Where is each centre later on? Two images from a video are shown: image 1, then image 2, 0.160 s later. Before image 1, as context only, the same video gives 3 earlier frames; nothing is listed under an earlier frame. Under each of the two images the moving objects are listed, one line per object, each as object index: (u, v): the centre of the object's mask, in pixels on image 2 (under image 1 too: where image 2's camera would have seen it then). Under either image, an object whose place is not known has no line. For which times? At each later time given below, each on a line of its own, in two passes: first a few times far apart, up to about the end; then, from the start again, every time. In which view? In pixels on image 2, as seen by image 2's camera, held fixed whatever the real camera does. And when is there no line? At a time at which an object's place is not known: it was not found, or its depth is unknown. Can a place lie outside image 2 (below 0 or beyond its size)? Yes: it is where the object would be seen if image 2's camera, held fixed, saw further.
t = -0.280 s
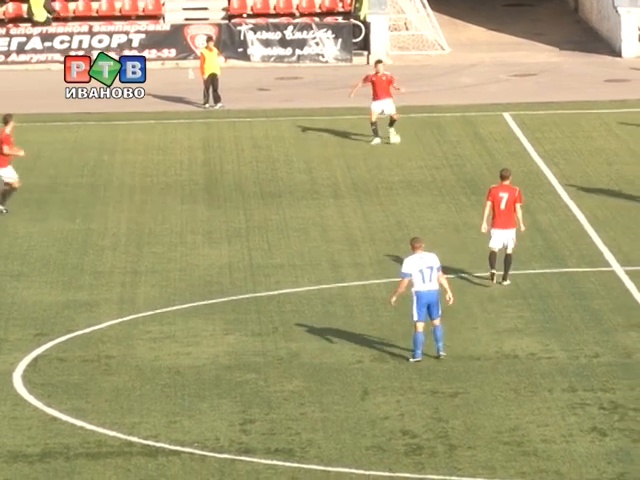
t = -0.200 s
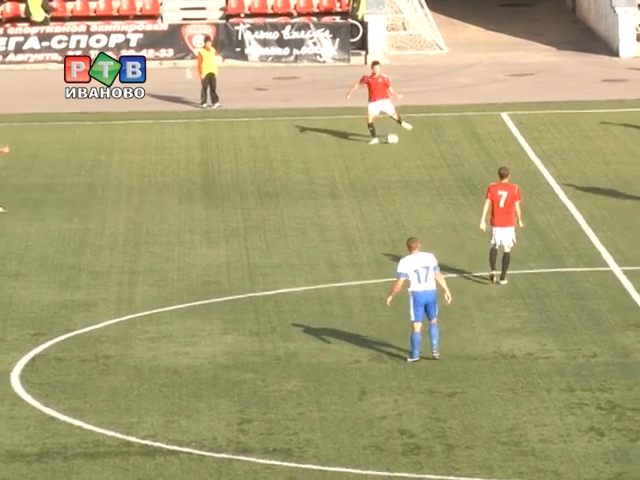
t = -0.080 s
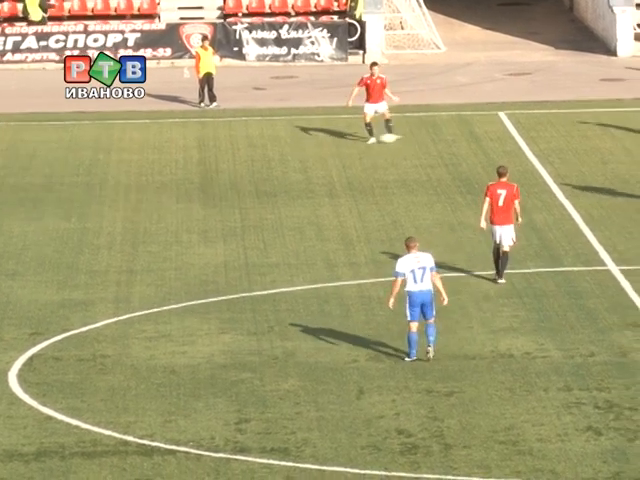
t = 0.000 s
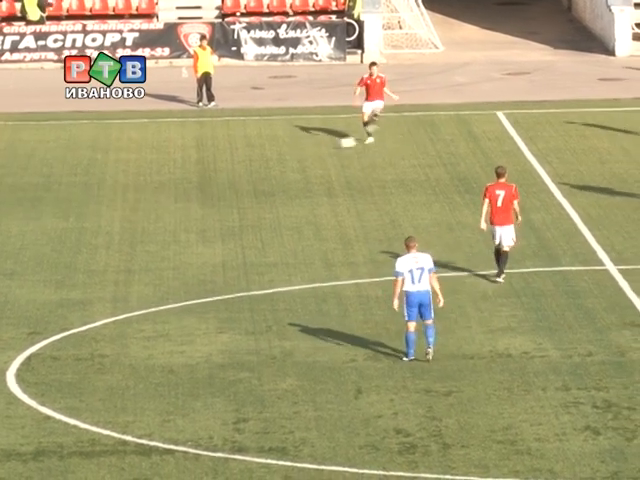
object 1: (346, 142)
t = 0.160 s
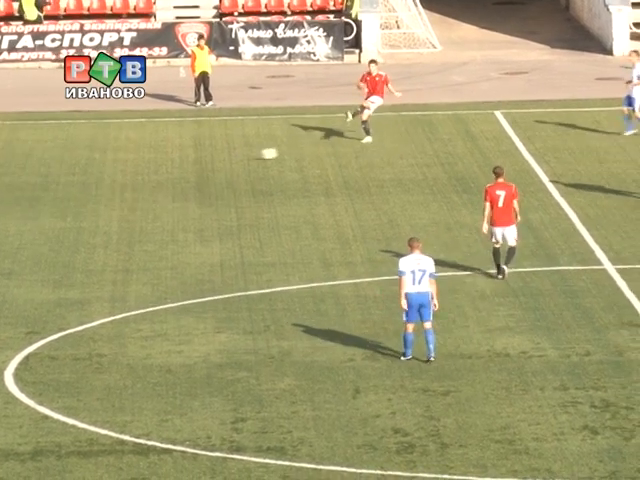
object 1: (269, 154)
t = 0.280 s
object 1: (214, 162)
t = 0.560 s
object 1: (100, 176)
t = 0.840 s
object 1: (6, 188)
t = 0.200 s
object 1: (250, 157)
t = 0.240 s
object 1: (231, 161)
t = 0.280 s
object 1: (214, 162)
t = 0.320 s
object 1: (196, 164)
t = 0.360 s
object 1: (179, 166)
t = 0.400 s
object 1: (161, 170)
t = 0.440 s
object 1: (145, 172)
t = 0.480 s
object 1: (130, 172)
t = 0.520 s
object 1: (115, 173)
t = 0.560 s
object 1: (100, 176)
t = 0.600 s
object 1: (85, 178)
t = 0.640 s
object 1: (69, 182)
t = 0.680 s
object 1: (56, 184)
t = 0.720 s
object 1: (43, 184)
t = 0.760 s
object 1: (31, 184)
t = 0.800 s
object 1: (19, 185)
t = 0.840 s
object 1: (6, 188)
